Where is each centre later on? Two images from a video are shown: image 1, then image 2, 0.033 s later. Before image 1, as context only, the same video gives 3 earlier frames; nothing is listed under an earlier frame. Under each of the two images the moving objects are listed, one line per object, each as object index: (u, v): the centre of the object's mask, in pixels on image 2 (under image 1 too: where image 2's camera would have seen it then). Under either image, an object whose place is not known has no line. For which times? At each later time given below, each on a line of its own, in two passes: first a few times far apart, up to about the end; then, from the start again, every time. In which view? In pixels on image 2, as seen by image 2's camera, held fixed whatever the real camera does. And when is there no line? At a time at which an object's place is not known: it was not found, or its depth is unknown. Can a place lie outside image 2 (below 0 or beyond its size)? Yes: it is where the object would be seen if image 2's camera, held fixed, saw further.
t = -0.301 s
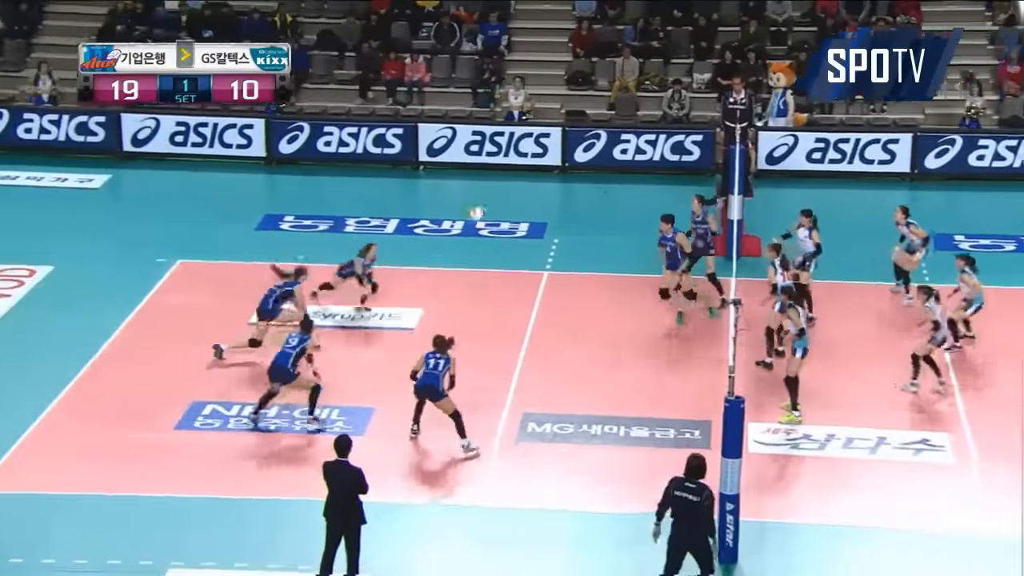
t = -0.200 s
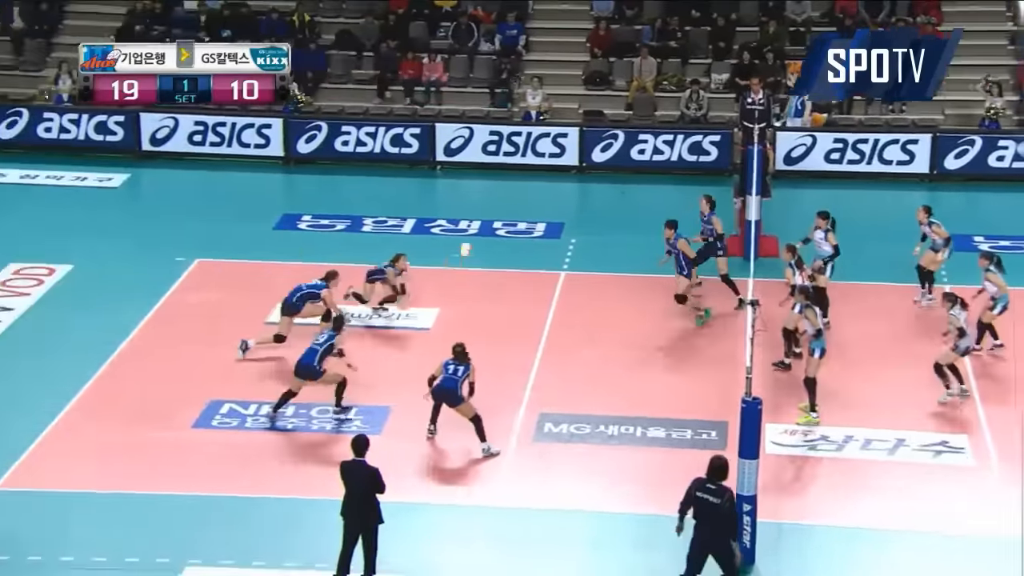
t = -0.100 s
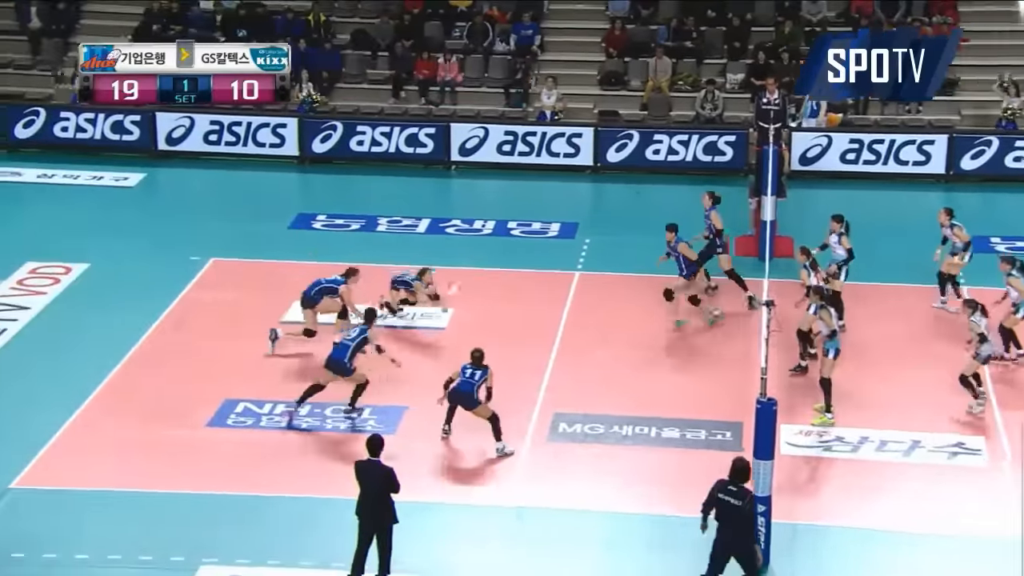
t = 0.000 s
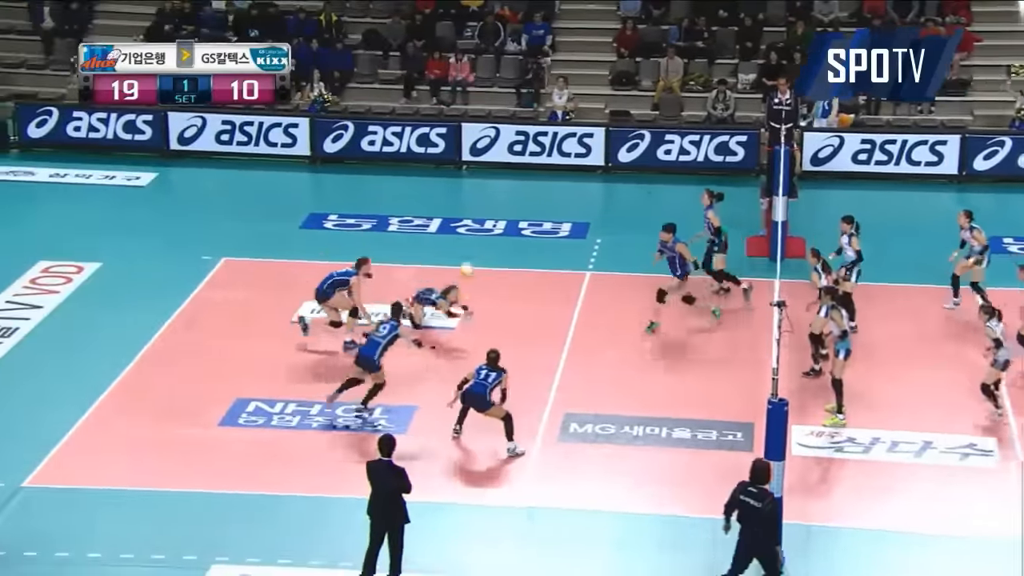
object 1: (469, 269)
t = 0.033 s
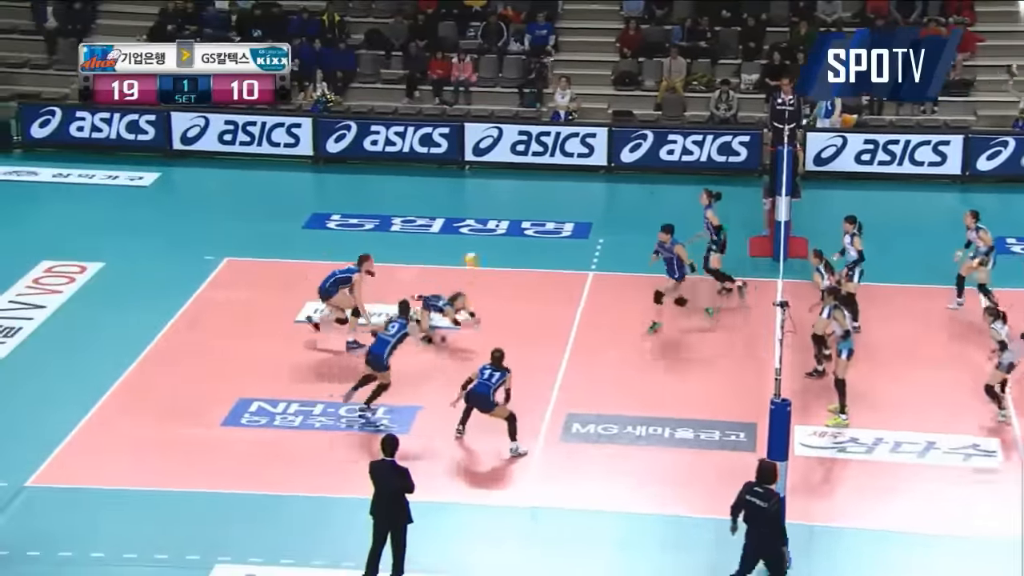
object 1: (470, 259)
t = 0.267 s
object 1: (495, 203)
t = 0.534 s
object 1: (521, 179)
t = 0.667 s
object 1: (535, 184)
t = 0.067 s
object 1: (474, 250)
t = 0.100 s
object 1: (477, 241)
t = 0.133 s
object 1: (481, 233)
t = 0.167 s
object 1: (486, 224)
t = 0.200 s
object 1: (487, 215)
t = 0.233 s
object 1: (490, 209)
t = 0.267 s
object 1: (495, 203)
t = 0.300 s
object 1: (497, 197)
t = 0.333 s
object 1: (502, 192)
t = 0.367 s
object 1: (505, 188)
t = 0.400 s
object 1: (507, 186)
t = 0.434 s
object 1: (511, 184)
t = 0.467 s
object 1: (514, 181)
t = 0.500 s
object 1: (517, 179)
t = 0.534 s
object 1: (521, 179)
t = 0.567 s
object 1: (524, 179)
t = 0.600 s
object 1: (527, 180)
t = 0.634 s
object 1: (532, 182)
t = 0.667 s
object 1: (535, 184)
